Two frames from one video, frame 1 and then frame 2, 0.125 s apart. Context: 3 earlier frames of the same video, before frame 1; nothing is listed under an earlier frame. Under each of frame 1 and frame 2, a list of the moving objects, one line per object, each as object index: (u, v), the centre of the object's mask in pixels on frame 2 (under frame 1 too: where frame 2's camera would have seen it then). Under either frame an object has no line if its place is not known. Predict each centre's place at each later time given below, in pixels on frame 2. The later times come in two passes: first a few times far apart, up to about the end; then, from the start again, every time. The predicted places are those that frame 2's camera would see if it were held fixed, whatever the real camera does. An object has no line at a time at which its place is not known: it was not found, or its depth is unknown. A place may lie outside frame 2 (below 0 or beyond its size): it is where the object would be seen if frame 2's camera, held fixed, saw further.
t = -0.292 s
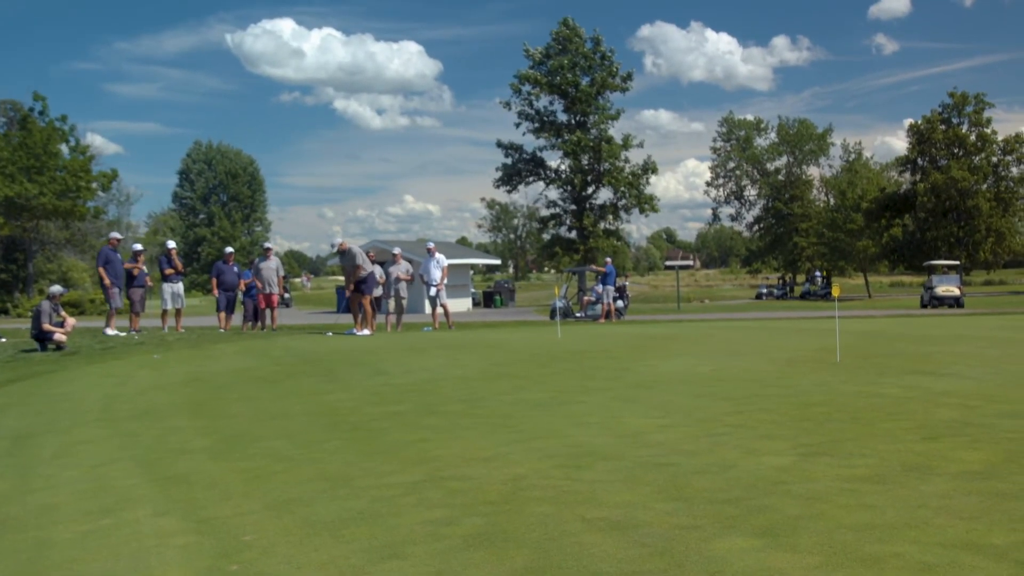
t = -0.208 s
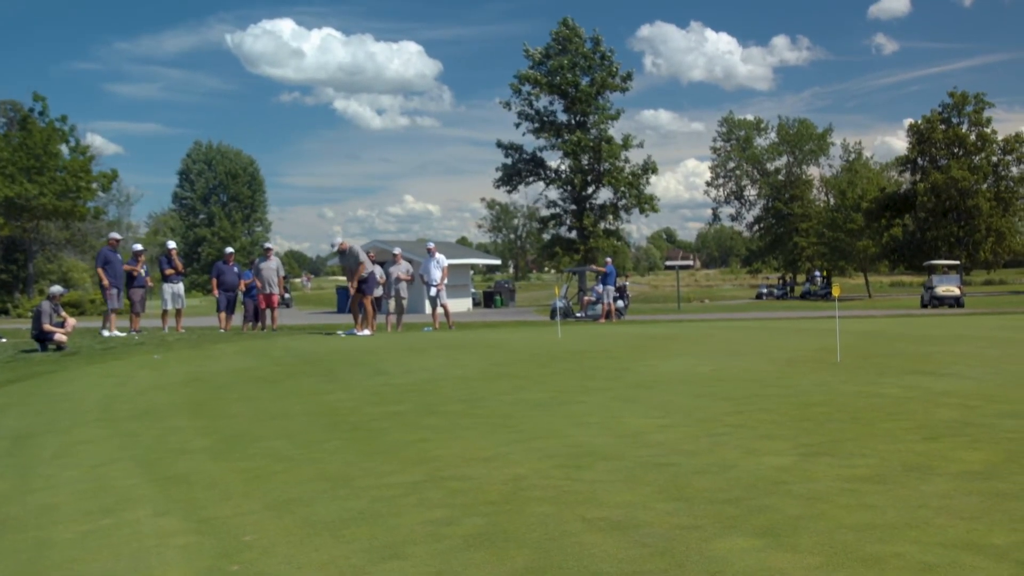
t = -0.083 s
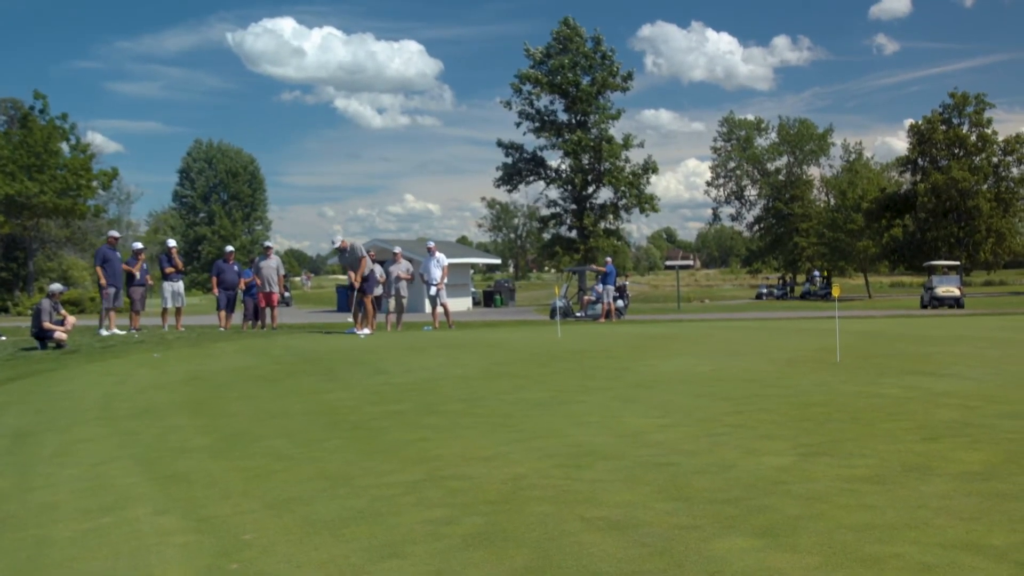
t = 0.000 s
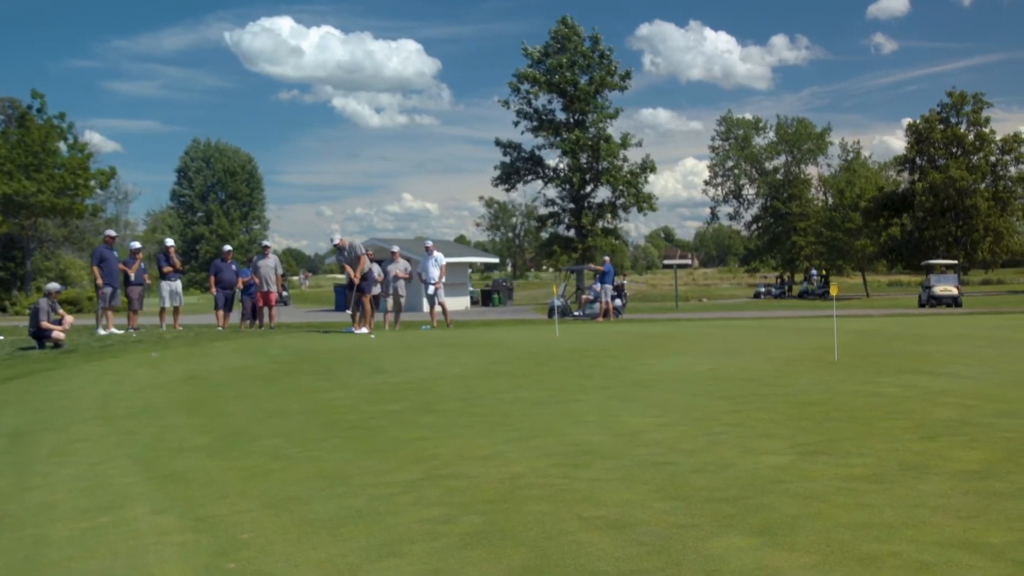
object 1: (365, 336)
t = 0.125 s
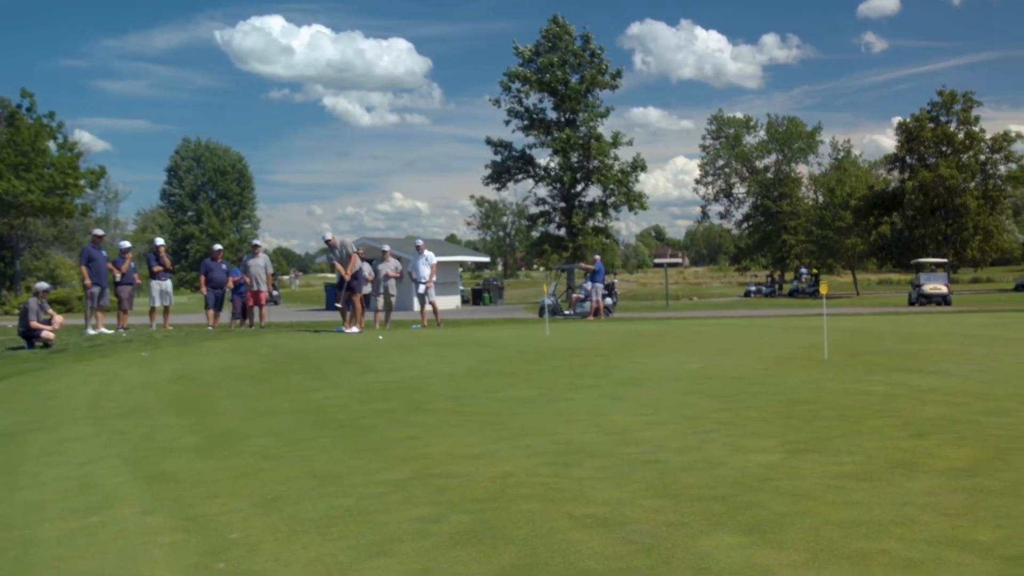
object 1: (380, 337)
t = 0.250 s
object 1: (395, 339)
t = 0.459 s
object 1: (423, 340)
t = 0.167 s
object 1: (385, 337)
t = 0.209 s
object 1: (390, 338)
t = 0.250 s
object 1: (395, 339)
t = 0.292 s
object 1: (401, 339)
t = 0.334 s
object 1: (406, 339)
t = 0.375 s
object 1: (412, 340)
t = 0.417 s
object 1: (417, 339)
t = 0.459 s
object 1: (423, 340)
